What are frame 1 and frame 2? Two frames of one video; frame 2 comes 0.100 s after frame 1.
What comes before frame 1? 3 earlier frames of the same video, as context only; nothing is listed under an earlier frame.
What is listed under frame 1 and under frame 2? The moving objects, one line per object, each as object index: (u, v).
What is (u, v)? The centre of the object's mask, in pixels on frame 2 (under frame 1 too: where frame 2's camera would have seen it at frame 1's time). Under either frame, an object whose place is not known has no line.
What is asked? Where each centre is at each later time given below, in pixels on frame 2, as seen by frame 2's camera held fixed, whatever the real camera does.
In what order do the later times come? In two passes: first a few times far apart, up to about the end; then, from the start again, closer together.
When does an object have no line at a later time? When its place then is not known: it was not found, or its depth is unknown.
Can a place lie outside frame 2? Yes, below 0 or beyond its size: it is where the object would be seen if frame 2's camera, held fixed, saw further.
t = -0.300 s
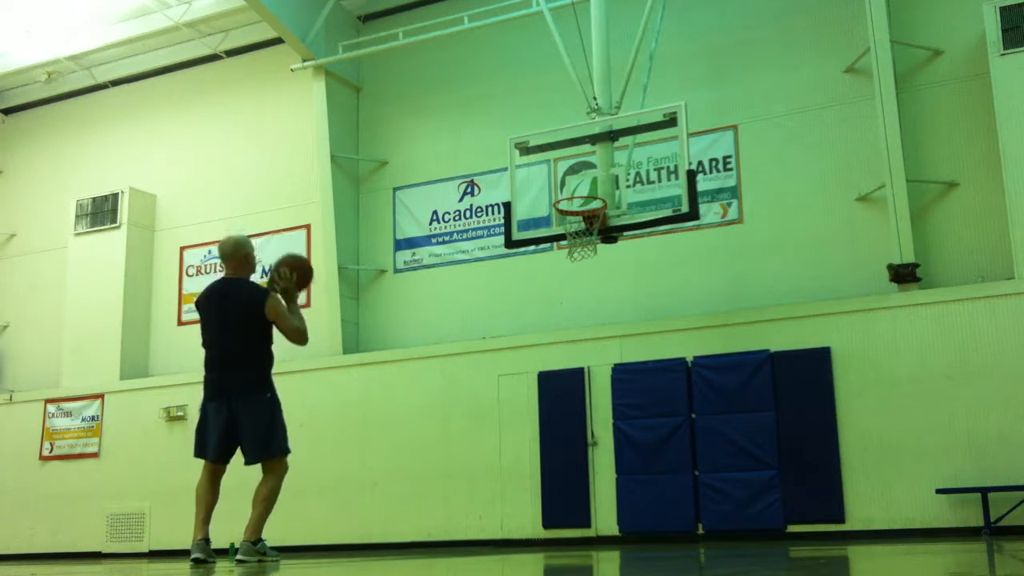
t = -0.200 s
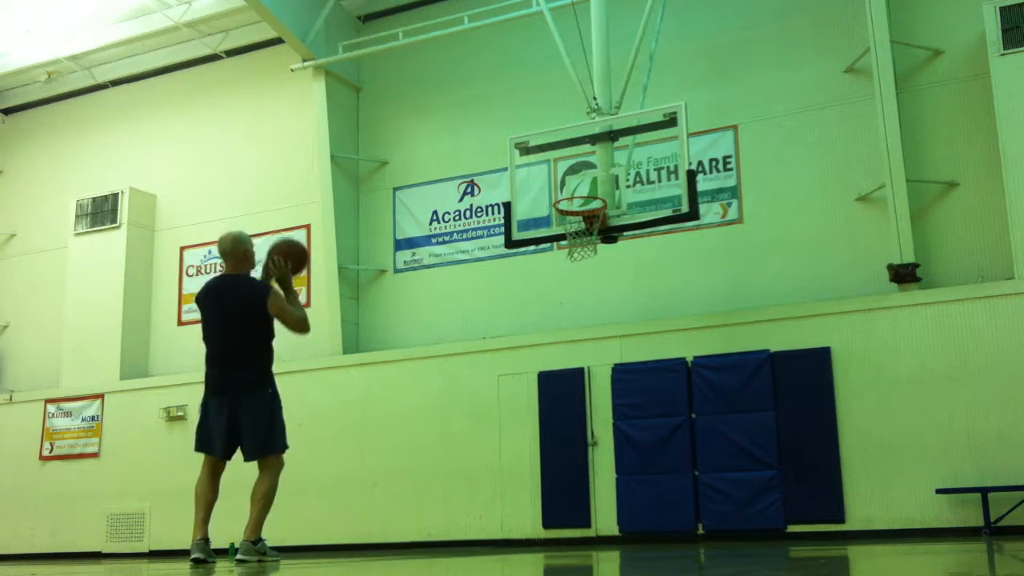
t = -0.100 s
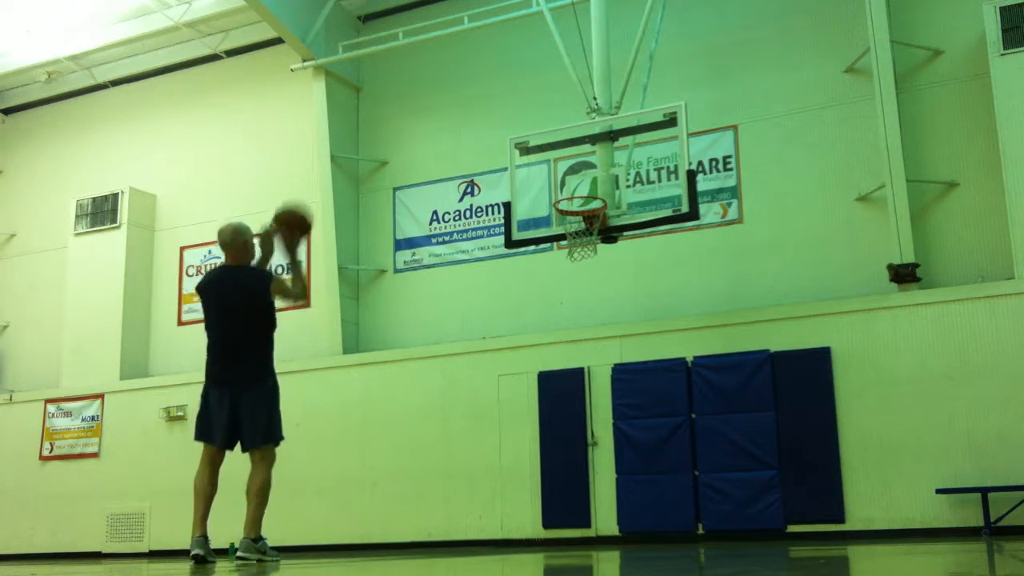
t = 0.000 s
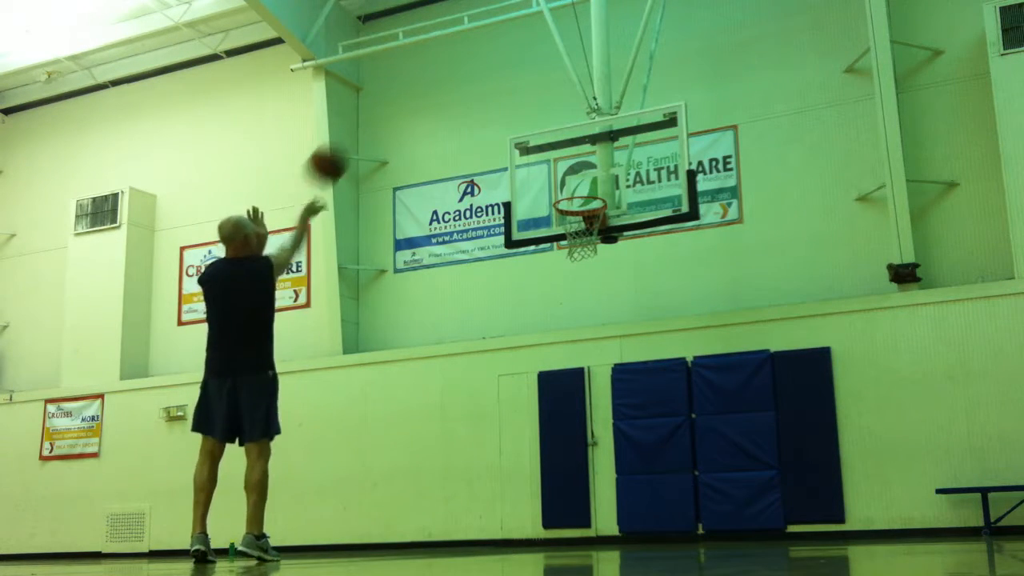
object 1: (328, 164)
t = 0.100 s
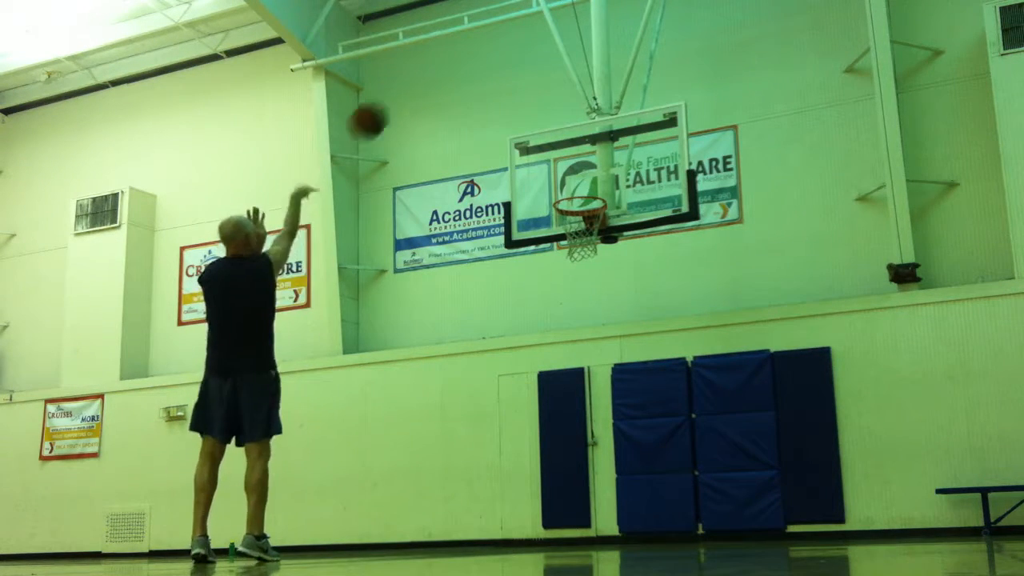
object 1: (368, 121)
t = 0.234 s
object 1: (417, 86)
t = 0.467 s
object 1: (488, 84)
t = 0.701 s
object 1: (549, 139)
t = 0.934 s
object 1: (578, 234)
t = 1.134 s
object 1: (555, 317)
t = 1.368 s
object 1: (528, 481)
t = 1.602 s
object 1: (498, 438)
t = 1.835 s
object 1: (464, 356)
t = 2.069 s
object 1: (430, 335)
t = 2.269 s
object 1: (399, 371)
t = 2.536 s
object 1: (353, 516)
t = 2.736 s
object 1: (321, 456)
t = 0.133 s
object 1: (381, 109)
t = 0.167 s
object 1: (394, 100)
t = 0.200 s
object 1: (406, 92)
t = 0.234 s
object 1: (417, 86)
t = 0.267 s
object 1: (428, 82)
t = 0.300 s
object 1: (439, 79)
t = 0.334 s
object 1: (450, 77)
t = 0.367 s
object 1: (460, 77)
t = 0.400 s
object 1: (469, 78)
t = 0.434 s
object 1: (479, 81)
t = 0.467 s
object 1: (488, 84)
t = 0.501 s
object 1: (498, 89)
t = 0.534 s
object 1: (507, 95)
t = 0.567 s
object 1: (515, 102)
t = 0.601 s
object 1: (524, 110)
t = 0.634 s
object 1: (532, 119)
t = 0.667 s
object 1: (540, 128)
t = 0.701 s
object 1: (549, 139)
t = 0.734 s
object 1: (557, 151)
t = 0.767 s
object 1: (564, 164)
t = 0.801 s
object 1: (572, 178)
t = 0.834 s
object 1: (580, 193)
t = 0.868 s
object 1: (588, 211)
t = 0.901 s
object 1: (586, 221)
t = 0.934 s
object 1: (578, 234)
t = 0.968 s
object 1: (574, 245)
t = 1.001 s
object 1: (570, 258)
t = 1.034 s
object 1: (566, 270)
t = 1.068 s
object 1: (563, 284)
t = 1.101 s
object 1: (559, 299)
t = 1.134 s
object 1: (555, 317)
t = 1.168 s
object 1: (552, 336)
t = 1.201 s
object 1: (548, 354)
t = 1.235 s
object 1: (542, 373)
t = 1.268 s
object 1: (538, 397)
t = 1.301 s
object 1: (533, 425)
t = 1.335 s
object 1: (531, 451)
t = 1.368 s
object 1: (528, 481)
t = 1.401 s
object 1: (526, 510)
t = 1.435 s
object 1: (522, 530)
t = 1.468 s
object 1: (516, 511)
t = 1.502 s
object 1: (512, 491)
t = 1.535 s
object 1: (507, 472)
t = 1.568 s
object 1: (502, 454)
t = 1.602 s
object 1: (498, 438)
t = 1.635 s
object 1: (493, 422)
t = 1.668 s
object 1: (488, 408)
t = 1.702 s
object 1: (483, 396)
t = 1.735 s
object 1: (479, 384)
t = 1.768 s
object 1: (474, 373)
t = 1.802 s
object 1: (469, 364)
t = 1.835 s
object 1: (464, 356)
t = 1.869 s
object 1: (459, 349)
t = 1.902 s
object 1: (454, 343)
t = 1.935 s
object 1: (449, 339)
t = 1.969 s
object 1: (445, 336)
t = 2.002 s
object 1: (440, 334)
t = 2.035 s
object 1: (435, 334)
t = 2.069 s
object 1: (430, 335)
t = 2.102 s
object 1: (425, 337)
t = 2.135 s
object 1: (420, 341)
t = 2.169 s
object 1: (415, 346)
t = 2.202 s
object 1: (409, 352)
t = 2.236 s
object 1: (404, 361)
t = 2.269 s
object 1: (399, 371)
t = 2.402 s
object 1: (377, 428)
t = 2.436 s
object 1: (371, 447)
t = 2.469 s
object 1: (365, 467)
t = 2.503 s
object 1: (359, 491)
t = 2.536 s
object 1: (353, 516)
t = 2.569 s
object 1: (347, 537)
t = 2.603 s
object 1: (341, 520)
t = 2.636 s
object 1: (337, 504)
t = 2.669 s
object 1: (332, 486)
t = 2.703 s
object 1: (326, 471)
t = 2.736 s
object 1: (321, 456)
